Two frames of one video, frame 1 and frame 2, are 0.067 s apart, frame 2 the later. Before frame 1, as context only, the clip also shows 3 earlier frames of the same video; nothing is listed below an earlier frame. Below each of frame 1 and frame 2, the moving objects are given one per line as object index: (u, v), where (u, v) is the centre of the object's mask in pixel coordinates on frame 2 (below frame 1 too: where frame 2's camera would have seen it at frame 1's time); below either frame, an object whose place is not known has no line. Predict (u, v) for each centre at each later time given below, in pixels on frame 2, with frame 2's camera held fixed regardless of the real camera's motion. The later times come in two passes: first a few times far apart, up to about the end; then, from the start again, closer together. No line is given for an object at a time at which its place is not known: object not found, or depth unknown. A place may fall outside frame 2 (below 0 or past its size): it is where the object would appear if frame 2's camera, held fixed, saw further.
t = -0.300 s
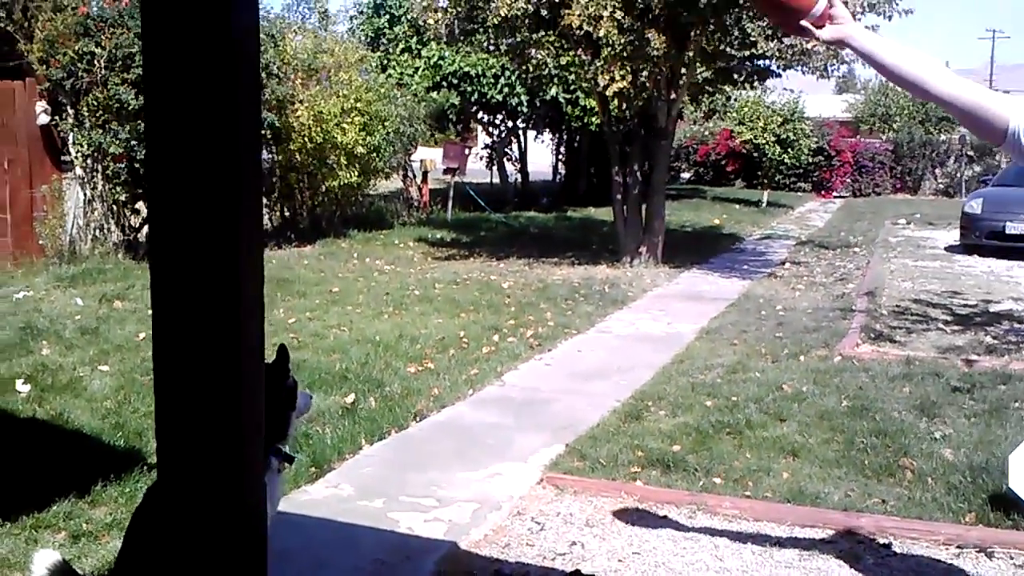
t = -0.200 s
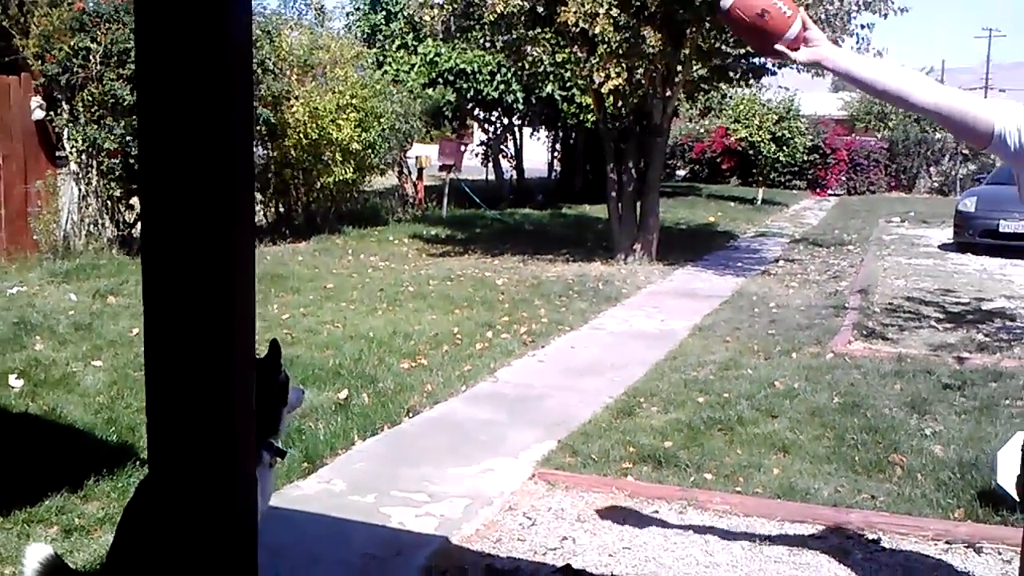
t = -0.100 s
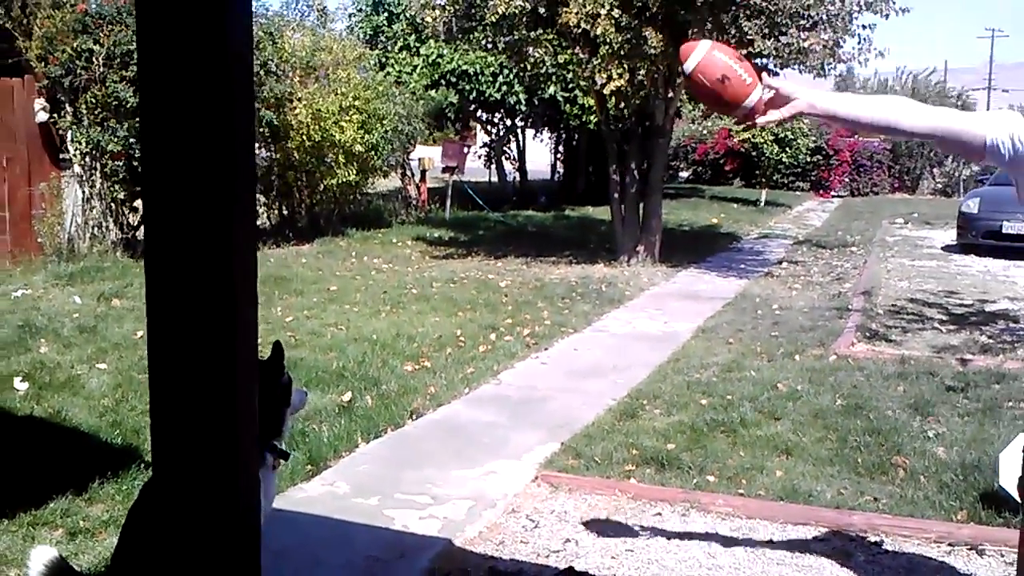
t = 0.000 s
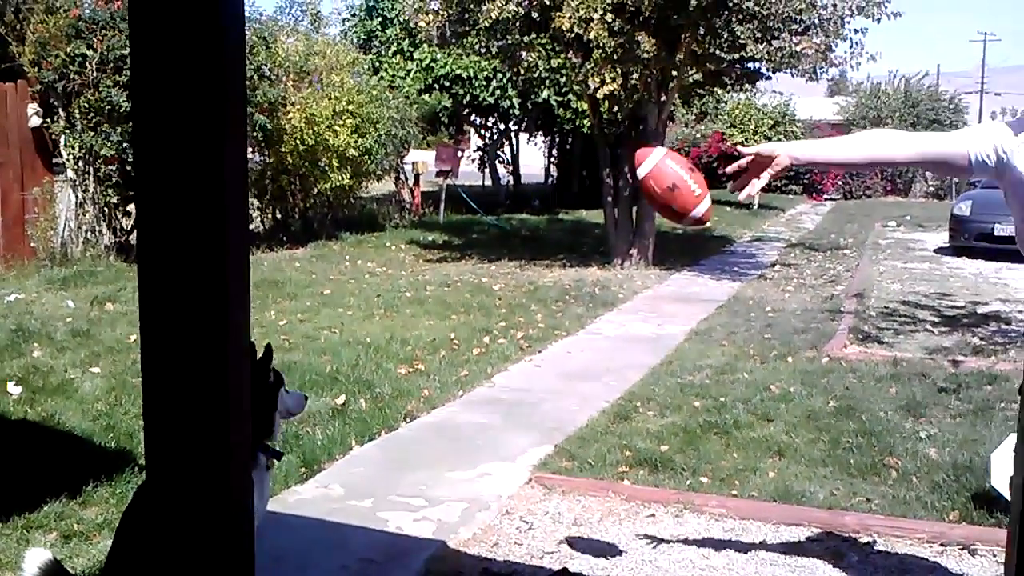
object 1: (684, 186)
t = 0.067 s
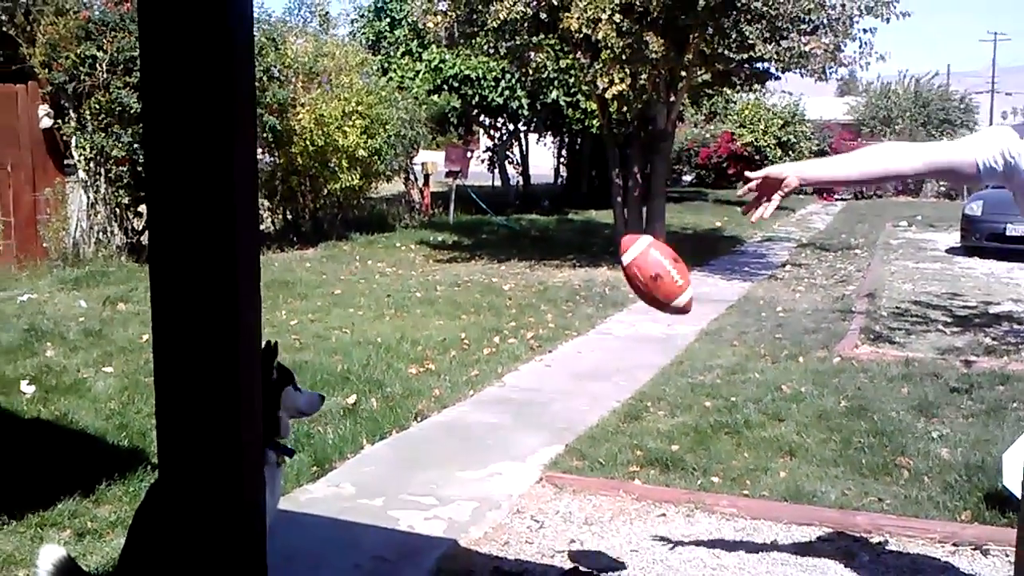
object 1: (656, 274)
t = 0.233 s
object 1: (599, 555)
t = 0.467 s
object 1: (447, 549)
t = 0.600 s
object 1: (361, 555)
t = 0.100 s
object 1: (644, 323)
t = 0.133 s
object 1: (632, 377)
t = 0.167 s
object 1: (622, 433)
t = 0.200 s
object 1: (611, 492)
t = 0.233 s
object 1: (599, 555)
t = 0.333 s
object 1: (544, 575)
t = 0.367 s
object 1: (516, 569)
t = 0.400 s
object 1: (495, 559)
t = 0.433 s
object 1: (470, 554)
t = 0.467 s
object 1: (447, 549)
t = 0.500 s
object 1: (426, 549)
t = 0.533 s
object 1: (402, 552)
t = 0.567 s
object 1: (379, 558)
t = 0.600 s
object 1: (361, 555)
